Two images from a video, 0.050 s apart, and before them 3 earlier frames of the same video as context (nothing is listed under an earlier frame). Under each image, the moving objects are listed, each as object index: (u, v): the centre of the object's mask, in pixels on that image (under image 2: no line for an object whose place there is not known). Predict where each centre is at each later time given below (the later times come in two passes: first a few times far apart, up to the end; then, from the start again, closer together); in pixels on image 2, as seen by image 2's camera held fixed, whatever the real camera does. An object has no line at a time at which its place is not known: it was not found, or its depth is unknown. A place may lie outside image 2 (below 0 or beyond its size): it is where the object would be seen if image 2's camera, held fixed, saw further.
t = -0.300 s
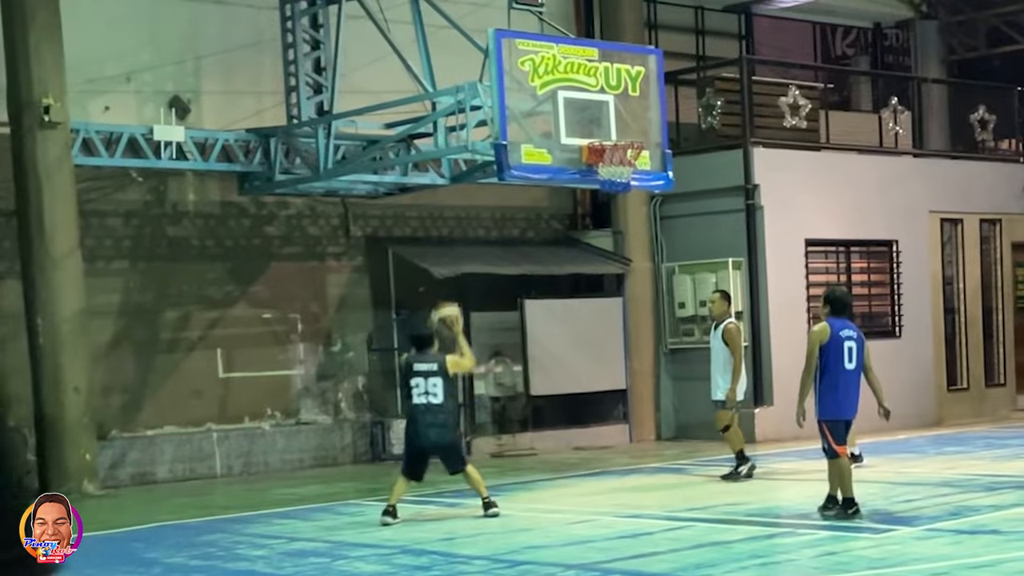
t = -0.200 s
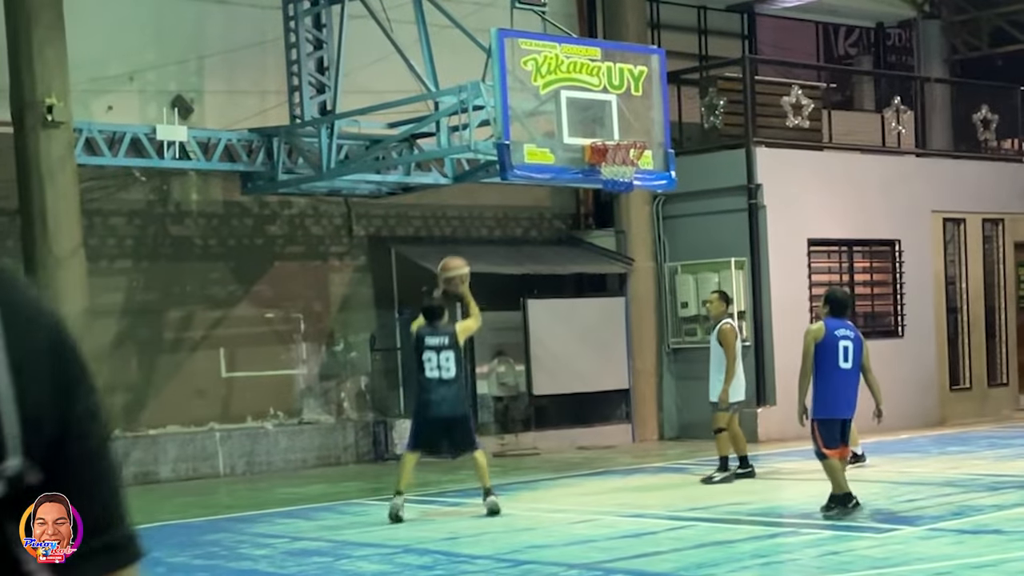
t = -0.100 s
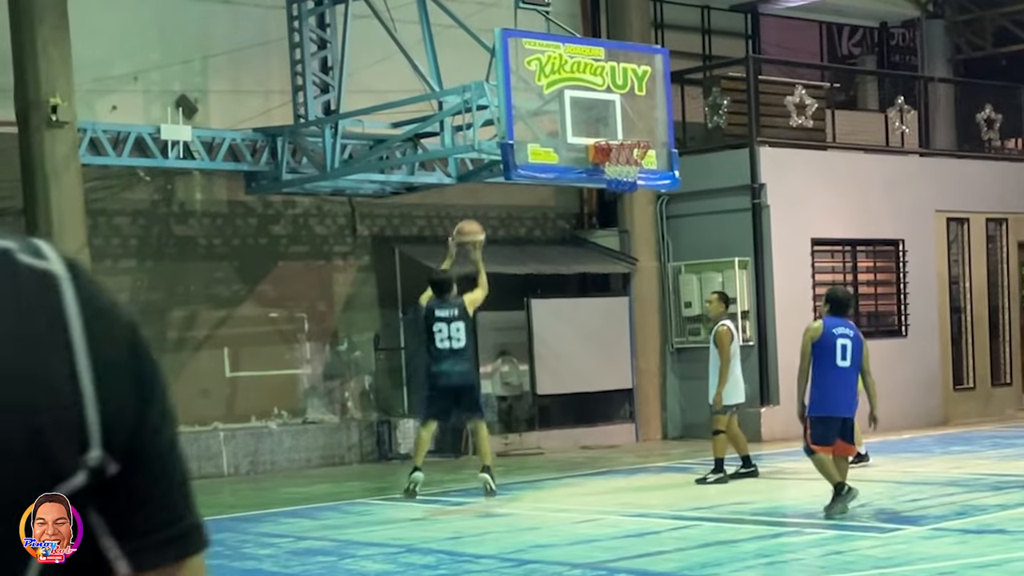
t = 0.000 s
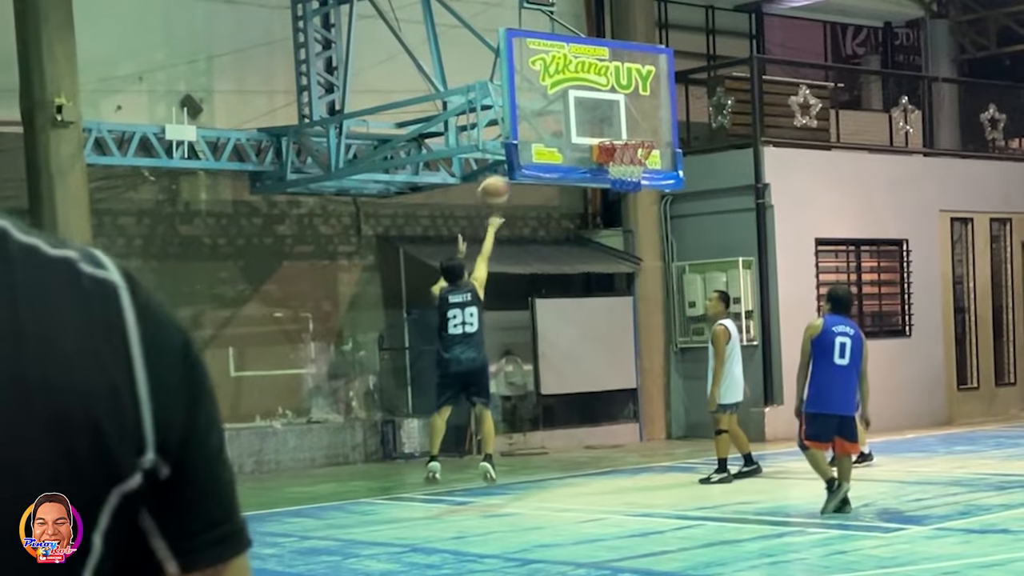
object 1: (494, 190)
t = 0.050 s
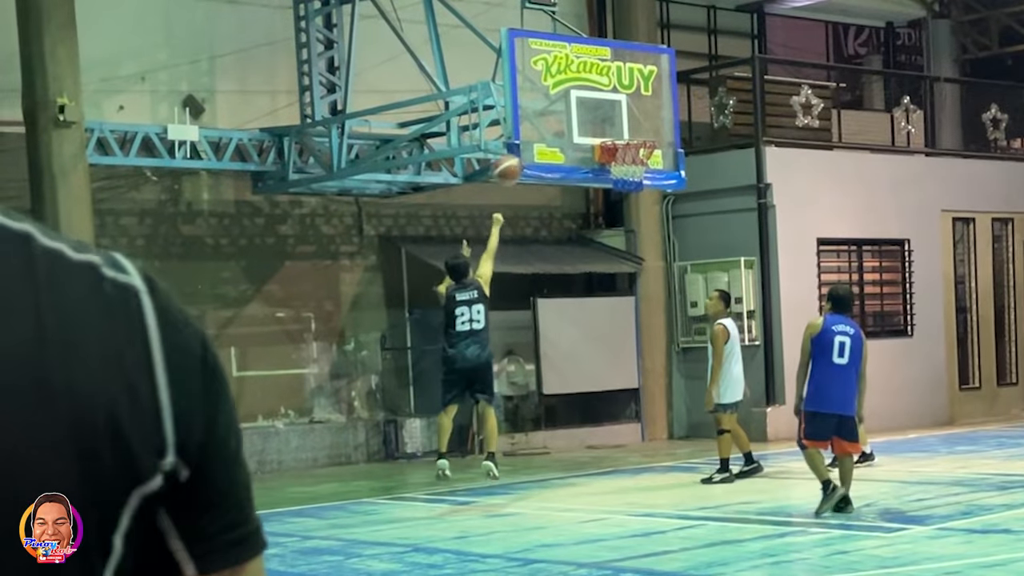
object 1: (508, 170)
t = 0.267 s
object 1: (556, 117)
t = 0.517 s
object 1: (626, 130)
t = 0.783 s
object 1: (619, 158)
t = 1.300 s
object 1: (635, 210)
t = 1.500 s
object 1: (644, 281)
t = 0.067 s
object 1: (511, 162)
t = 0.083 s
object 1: (514, 156)
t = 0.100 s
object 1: (517, 152)
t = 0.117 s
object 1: (521, 147)
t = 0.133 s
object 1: (526, 141)
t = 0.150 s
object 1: (530, 137)
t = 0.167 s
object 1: (534, 134)
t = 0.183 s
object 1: (537, 130)
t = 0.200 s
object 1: (540, 126)
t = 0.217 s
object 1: (544, 123)
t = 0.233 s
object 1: (548, 121)
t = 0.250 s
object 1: (552, 119)
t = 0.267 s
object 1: (556, 117)
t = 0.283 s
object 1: (559, 116)
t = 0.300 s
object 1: (562, 114)
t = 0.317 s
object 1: (566, 113)
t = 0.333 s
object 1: (571, 113)
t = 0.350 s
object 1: (577, 113)
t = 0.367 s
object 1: (581, 113)
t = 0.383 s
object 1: (587, 114)
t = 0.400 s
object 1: (592, 114)
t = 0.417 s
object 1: (597, 115)
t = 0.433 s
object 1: (602, 116)
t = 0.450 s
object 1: (606, 119)
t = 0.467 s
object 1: (609, 121)
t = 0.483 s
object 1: (617, 126)
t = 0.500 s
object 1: (621, 128)
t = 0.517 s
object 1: (626, 130)
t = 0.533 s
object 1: (632, 132)
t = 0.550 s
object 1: (636, 134)
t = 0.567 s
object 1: (638, 135)
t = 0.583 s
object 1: (639, 135)
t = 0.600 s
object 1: (640, 139)
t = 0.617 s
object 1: (642, 137)
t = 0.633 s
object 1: (639, 151)
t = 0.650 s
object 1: (637, 153)
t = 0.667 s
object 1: (635, 155)
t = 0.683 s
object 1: (634, 157)
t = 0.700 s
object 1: (633, 160)
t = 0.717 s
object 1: (632, 160)
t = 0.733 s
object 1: (632, 159)
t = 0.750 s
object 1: (628, 158)
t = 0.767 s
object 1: (623, 158)
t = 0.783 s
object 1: (619, 158)
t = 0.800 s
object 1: (617, 158)
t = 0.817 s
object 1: (614, 157)
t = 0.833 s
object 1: (613, 157)
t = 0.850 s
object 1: (608, 158)
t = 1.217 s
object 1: (634, 197)
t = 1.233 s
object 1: (633, 198)
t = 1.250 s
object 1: (634, 200)
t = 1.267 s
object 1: (634, 203)
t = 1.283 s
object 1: (635, 206)
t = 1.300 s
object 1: (635, 210)
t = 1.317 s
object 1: (635, 214)
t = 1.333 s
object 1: (636, 219)
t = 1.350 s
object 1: (637, 224)
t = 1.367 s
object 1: (637, 228)
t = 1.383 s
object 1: (638, 233)
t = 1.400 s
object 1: (639, 239)
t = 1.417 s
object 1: (639, 245)
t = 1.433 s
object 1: (640, 252)
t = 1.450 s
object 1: (641, 258)
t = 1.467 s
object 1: (642, 265)
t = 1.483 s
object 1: (643, 273)
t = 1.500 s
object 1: (644, 281)
